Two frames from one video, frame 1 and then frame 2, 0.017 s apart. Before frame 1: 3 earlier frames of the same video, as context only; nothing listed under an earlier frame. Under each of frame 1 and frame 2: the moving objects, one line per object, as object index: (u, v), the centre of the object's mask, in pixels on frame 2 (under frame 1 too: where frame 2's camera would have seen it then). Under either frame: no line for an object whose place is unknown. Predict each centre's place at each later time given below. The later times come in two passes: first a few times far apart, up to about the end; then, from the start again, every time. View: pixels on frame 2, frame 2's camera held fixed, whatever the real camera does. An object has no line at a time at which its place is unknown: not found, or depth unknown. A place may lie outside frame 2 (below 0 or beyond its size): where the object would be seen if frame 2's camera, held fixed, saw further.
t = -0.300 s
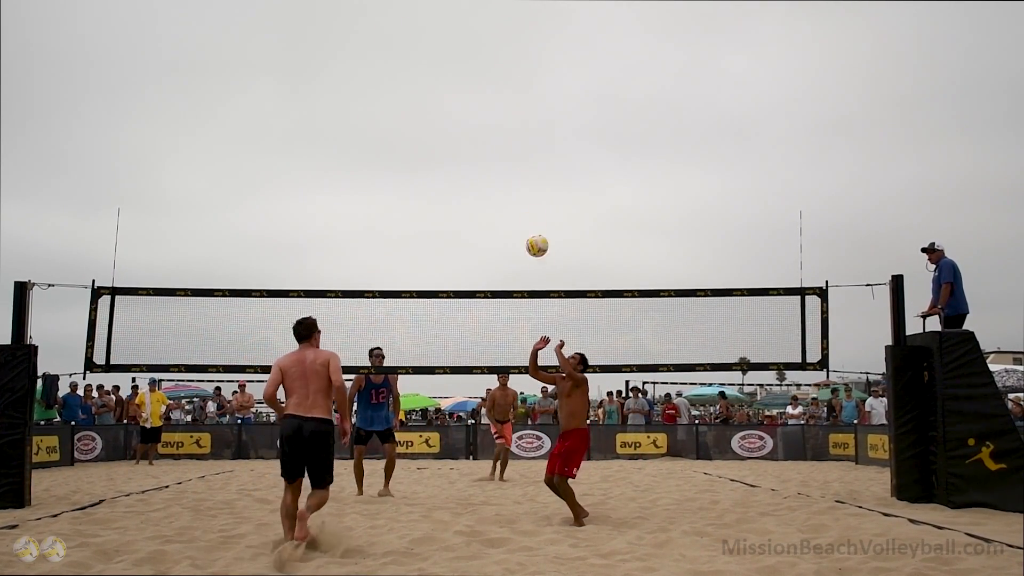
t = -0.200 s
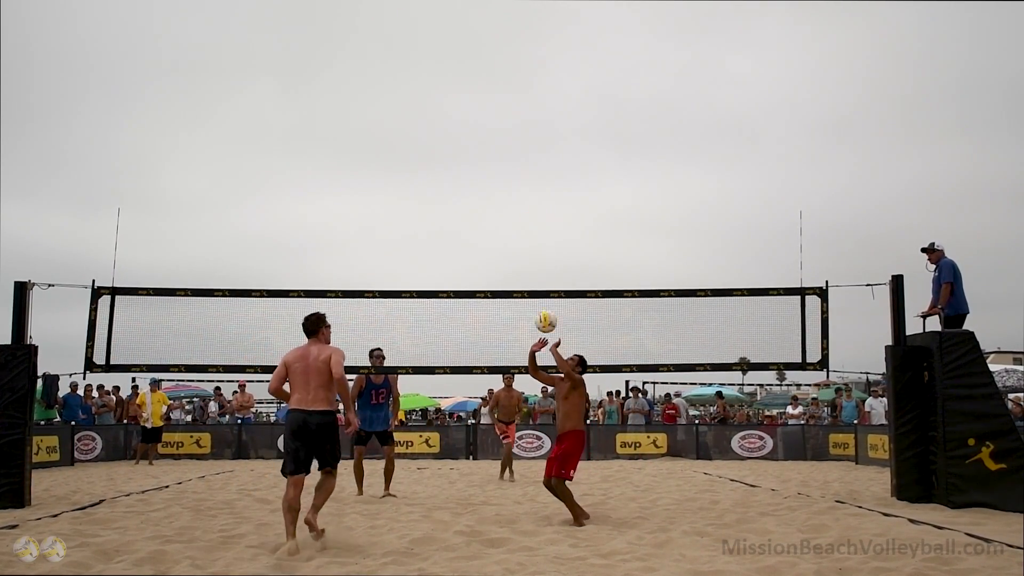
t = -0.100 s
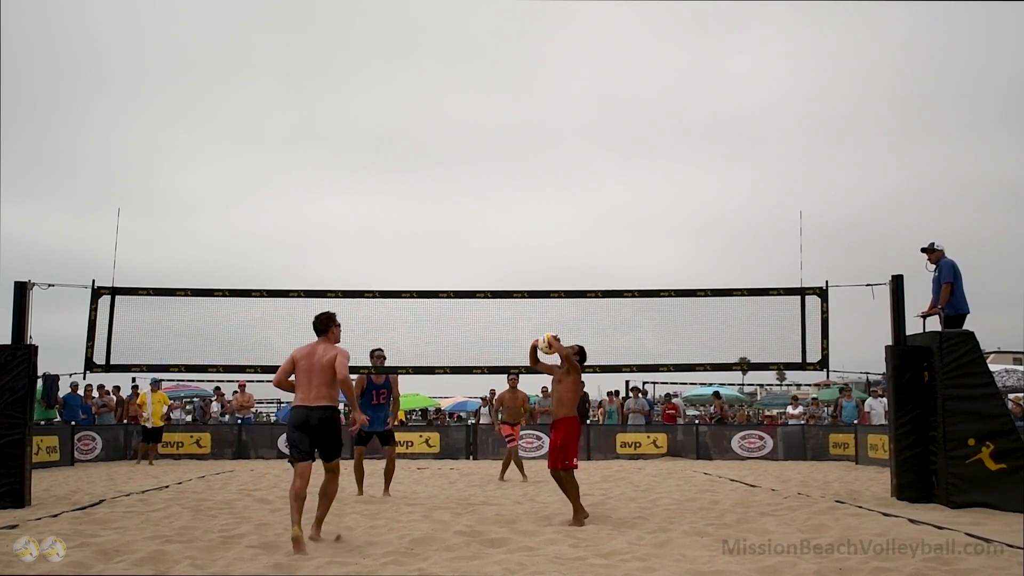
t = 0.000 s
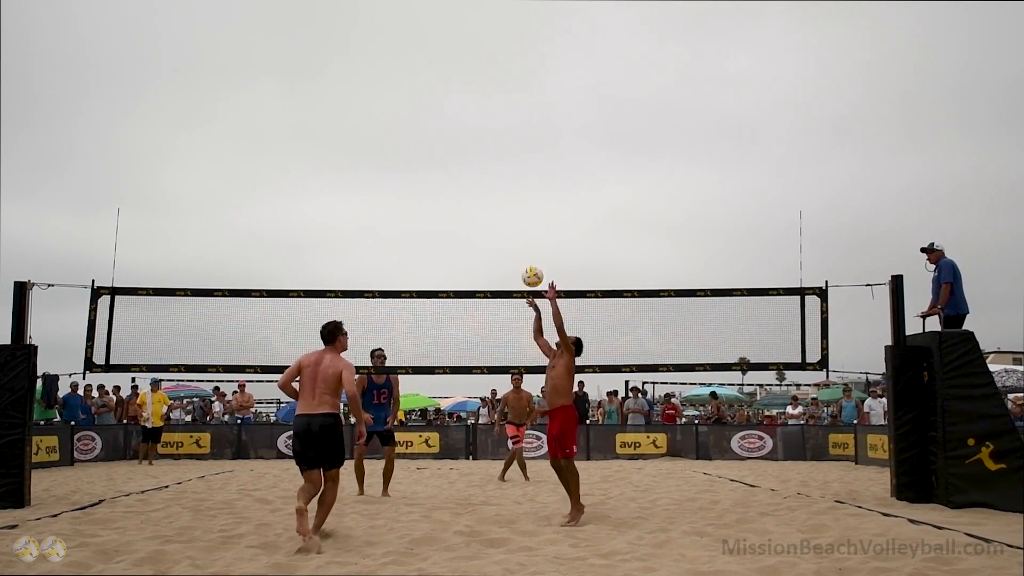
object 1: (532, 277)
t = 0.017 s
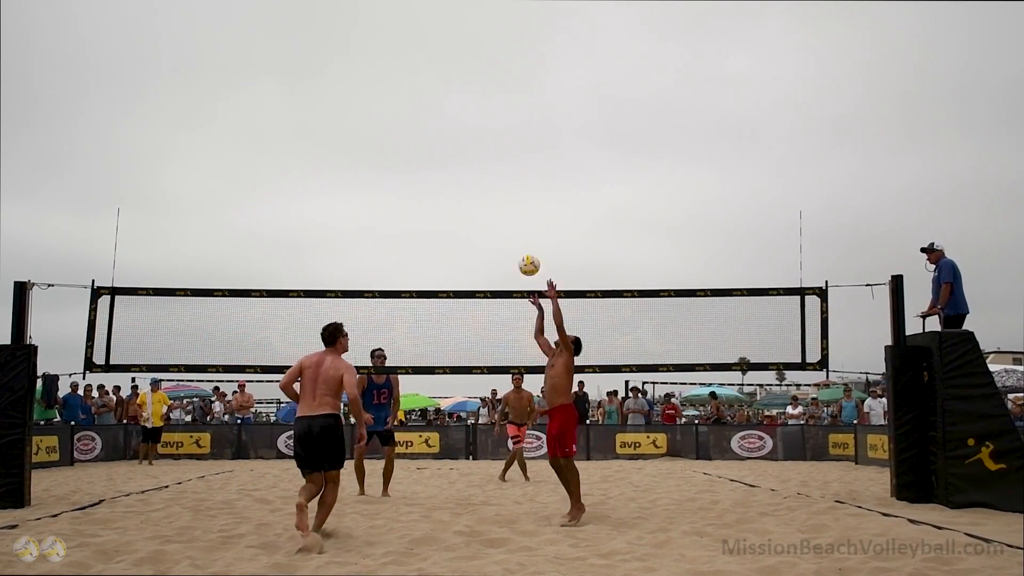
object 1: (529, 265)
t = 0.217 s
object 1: (494, 156)
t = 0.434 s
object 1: (463, 88)
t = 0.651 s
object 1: (437, 67)
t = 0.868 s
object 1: (413, 89)
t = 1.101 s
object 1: (391, 157)
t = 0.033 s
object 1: (526, 254)
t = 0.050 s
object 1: (523, 244)
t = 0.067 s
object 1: (520, 233)
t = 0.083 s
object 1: (517, 223)
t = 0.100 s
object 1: (513, 214)
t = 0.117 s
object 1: (510, 205)
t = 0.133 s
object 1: (508, 196)
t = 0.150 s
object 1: (505, 187)
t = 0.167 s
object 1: (502, 179)
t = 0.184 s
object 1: (499, 171)
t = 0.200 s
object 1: (497, 163)
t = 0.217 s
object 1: (494, 156)
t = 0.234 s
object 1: (491, 149)
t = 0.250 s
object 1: (489, 142)
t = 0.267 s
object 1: (486, 136)
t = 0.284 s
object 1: (484, 130)
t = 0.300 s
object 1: (481, 124)
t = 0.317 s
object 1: (479, 118)
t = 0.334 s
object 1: (476, 113)
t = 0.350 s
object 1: (474, 108)
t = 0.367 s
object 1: (472, 103)
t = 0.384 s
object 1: (470, 99)
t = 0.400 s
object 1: (467, 95)
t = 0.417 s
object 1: (465, 91)
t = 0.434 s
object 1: (463, 88)
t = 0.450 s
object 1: (461, 84)
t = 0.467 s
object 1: (458, 82)
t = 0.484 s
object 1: (456, 79)
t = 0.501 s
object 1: (454, 76)
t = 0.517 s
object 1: (452, 74)
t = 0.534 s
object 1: (450, 73)
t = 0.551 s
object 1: (448, 71)
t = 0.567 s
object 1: (446, 70)
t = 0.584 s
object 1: (444, 69)
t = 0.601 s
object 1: (442, 68)
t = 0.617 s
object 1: (440, 67)
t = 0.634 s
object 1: (438, 67)
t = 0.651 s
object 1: (437, 67)
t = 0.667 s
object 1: (435, 67)
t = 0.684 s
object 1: (433, 67)
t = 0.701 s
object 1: (431, 68)
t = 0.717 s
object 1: (429, 69)
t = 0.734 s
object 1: (427, 70)
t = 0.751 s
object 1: (425, 72)
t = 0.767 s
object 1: (423, 74)
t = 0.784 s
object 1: (422, 76)
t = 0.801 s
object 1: (420, 78)
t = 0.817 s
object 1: (418, 80)
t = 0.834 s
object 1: (417, 83)
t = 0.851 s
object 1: (415, 86)
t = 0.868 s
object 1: (413, 89)
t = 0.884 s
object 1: (411, 92)
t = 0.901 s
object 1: (410, 96)
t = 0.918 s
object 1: (408, 100)
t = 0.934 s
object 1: (406, 104)
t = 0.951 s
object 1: (405, 108)
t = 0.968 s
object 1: (403, 112)
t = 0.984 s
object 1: (402, 117)
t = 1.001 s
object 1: (400, 122)
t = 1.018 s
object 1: (398, 128)
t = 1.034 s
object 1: (397, 133)
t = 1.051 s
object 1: (395, 138)
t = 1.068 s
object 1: (394, 144)
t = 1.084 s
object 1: (392, 150)
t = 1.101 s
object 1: (391, 157)
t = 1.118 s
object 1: (389, 163)
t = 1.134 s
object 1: (388, 170)
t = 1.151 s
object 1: (386, 177)
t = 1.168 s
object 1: (385, 184)
